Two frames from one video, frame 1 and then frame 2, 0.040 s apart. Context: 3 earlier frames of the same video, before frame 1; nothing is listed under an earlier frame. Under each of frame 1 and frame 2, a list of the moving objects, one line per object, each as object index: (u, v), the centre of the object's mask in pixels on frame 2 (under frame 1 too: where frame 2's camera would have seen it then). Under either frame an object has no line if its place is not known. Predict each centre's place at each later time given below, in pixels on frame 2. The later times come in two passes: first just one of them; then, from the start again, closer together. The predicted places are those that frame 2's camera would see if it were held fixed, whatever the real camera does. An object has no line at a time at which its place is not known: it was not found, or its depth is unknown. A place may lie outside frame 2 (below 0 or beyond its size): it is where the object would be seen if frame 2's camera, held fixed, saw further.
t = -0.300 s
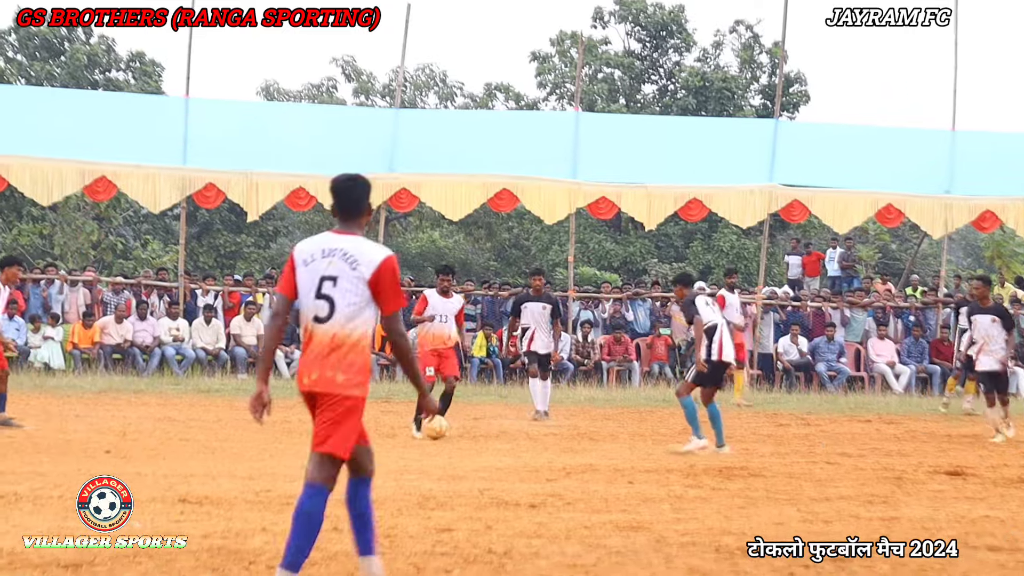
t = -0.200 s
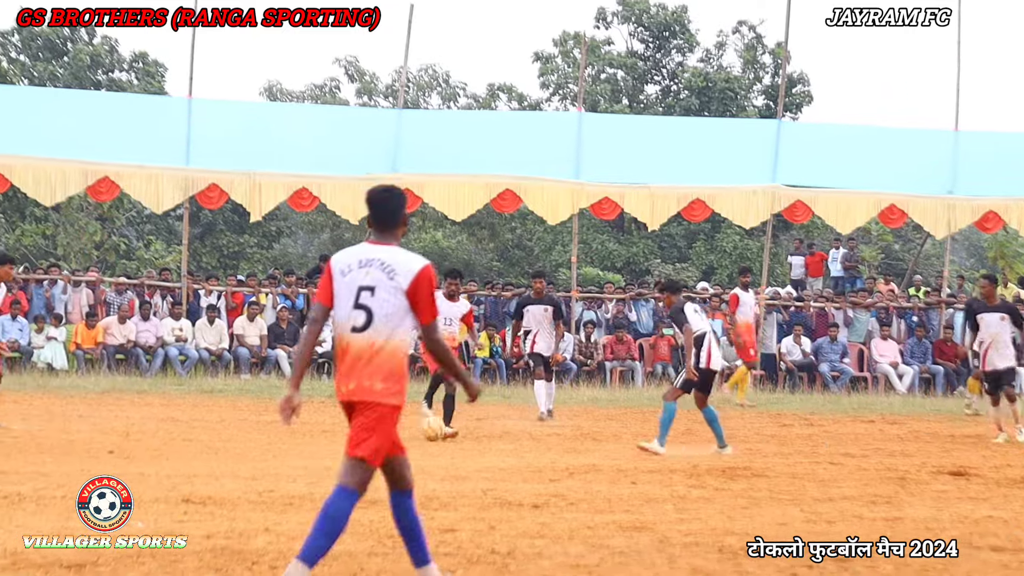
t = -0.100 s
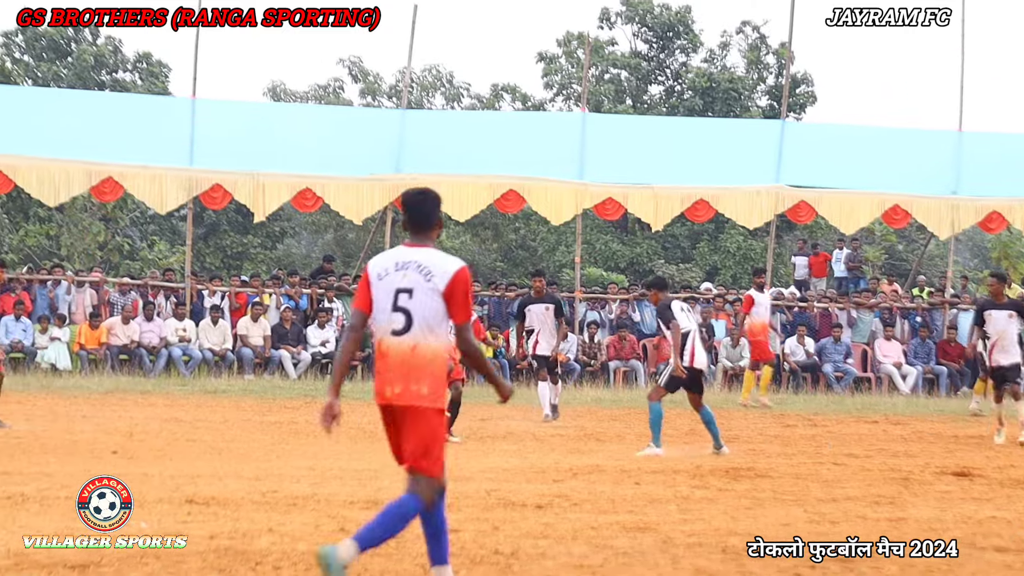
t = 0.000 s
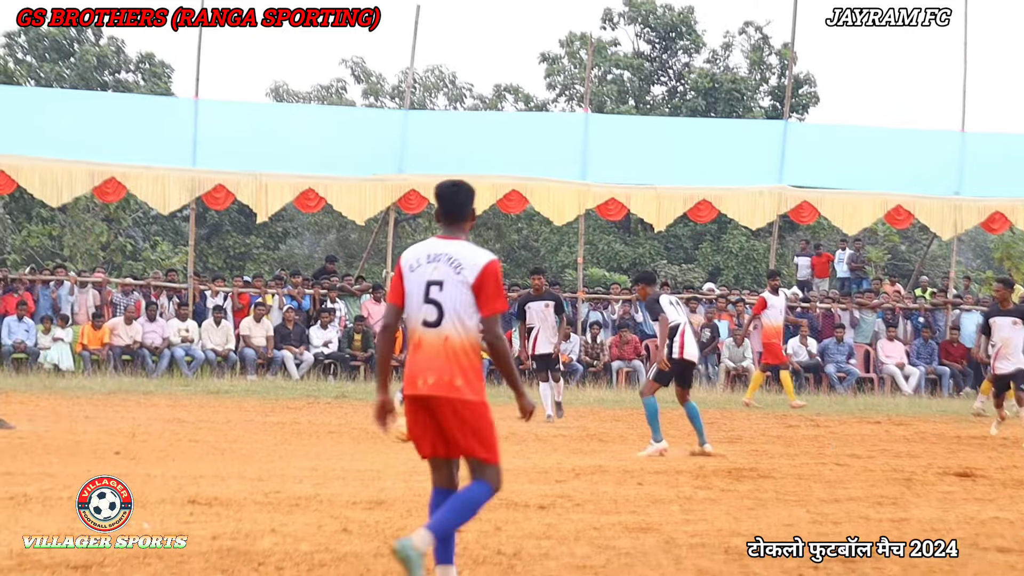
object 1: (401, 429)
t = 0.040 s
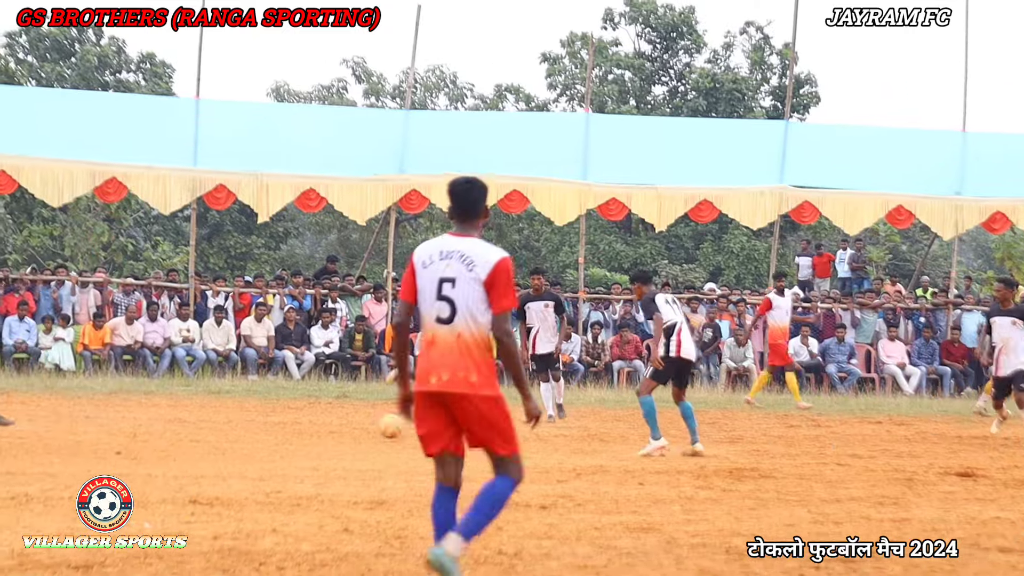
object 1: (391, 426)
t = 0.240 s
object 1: (311, 419)
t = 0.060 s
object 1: (383, 425)
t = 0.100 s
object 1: (366, 424)
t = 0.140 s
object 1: (351, 426)
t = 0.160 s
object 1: (342, 427)
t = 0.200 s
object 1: (326, 424)
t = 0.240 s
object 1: (311, 419)
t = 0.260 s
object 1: (303, 417)
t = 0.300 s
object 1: (287, 415)
